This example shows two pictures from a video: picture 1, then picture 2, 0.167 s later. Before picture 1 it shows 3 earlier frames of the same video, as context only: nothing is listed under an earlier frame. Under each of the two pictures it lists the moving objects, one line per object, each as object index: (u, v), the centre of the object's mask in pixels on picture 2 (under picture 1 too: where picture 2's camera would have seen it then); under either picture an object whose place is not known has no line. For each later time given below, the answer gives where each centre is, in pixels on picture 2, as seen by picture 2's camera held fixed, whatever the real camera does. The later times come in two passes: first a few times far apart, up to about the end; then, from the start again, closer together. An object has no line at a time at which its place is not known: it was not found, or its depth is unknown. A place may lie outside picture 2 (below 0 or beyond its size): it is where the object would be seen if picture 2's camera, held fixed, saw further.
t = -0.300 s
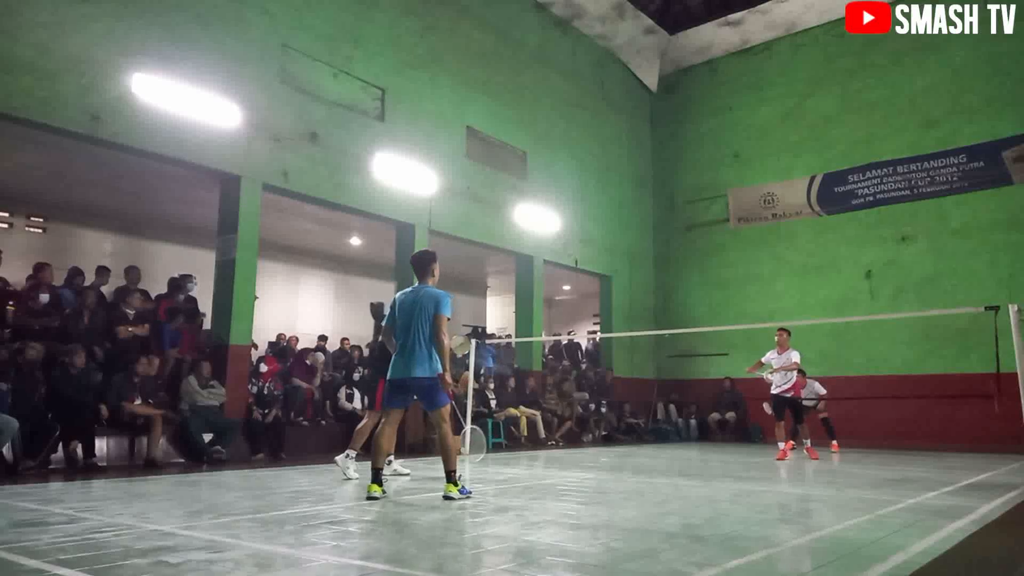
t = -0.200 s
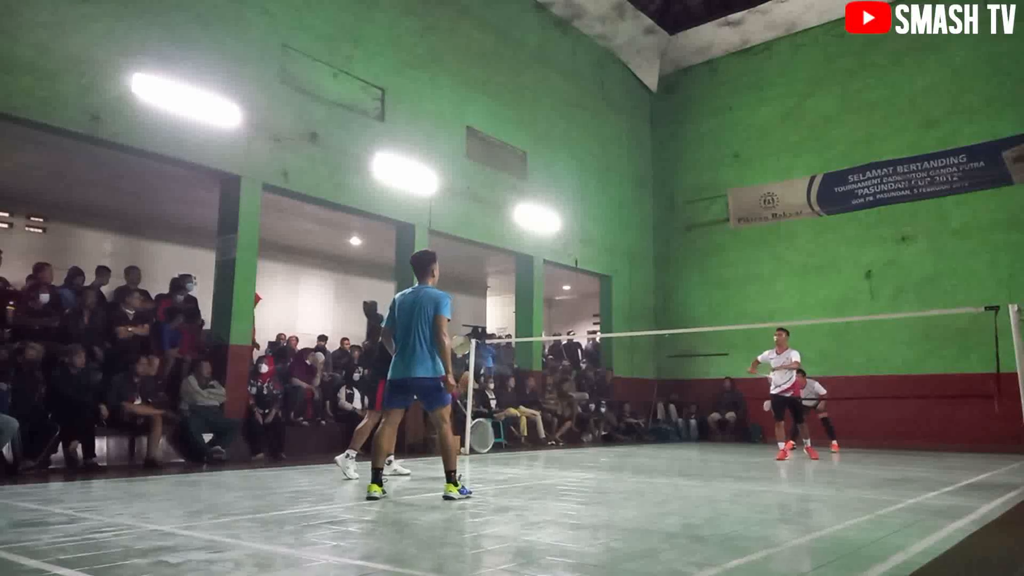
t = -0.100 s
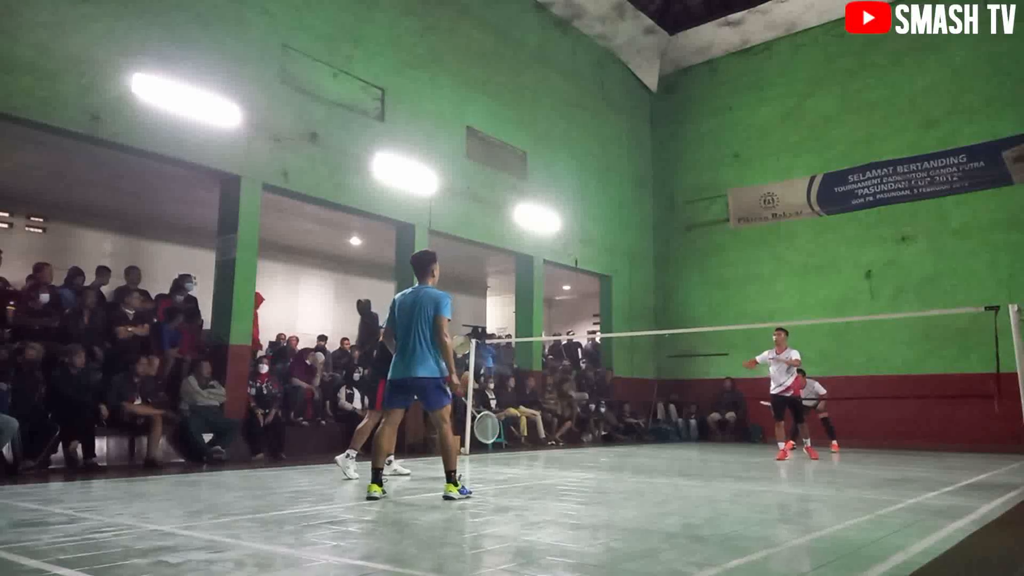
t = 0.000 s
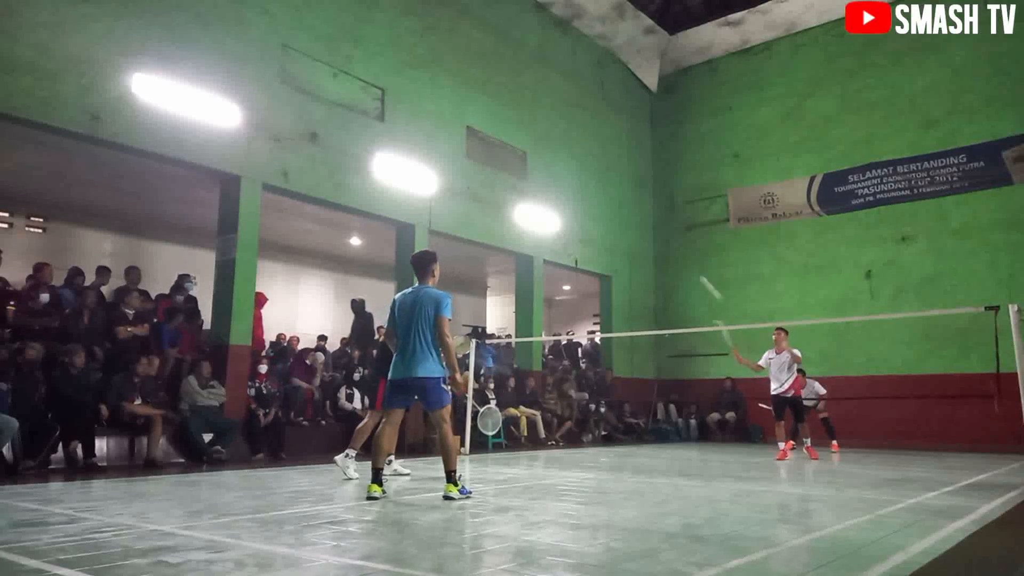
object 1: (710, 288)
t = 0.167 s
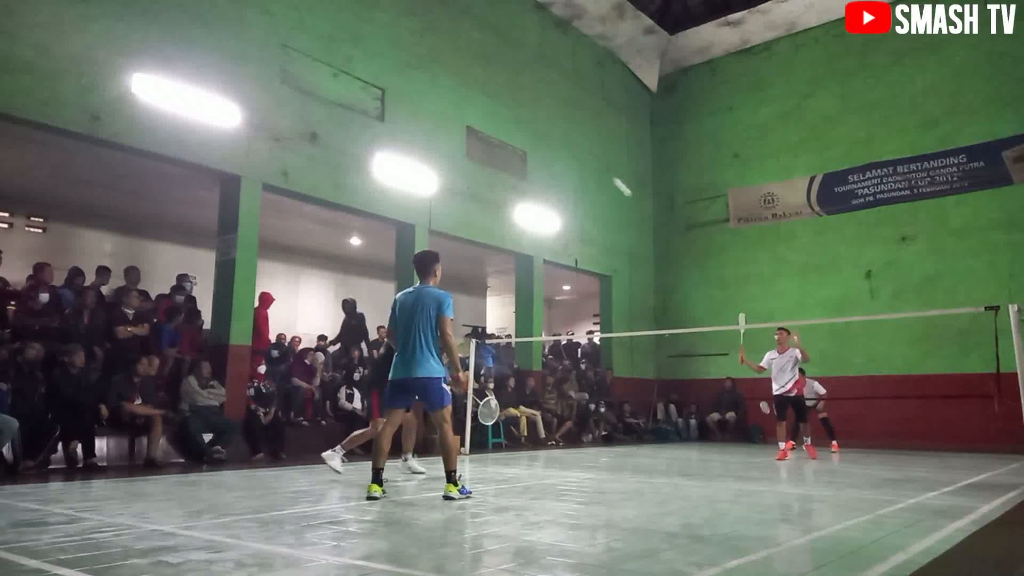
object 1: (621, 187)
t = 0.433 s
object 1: (507, 101)
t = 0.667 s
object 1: (414, 89)
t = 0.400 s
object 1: (521, 108)
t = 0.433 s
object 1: (507, 101)
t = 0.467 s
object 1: (494, 95)
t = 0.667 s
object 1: (414, 89)
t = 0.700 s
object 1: (401, 92)
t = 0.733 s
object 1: (388, 97)
